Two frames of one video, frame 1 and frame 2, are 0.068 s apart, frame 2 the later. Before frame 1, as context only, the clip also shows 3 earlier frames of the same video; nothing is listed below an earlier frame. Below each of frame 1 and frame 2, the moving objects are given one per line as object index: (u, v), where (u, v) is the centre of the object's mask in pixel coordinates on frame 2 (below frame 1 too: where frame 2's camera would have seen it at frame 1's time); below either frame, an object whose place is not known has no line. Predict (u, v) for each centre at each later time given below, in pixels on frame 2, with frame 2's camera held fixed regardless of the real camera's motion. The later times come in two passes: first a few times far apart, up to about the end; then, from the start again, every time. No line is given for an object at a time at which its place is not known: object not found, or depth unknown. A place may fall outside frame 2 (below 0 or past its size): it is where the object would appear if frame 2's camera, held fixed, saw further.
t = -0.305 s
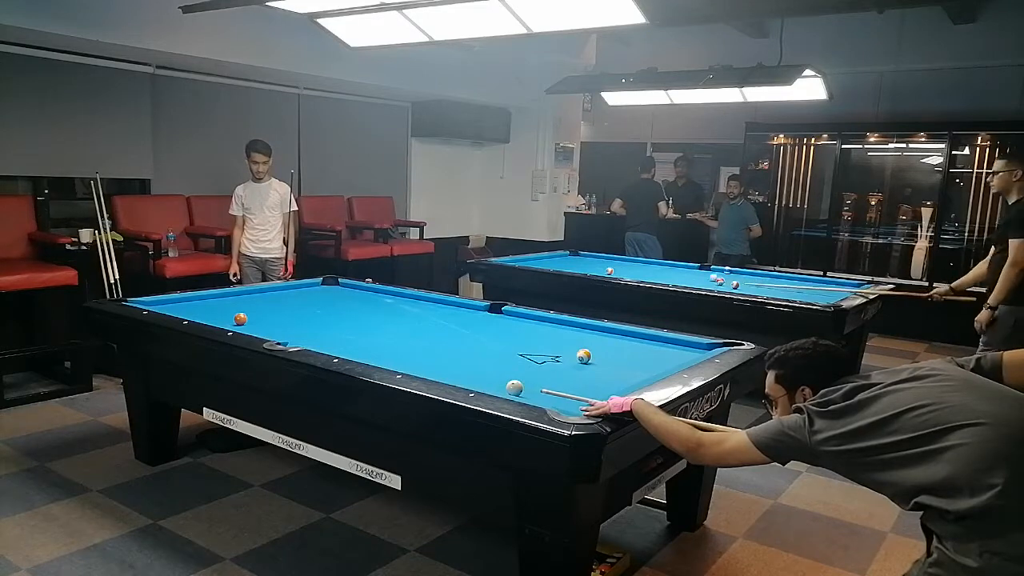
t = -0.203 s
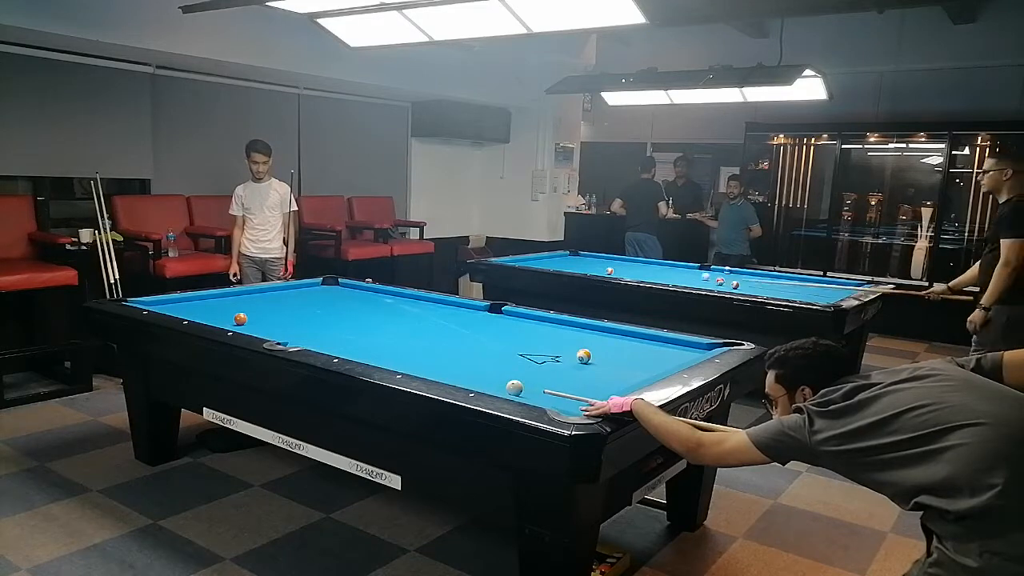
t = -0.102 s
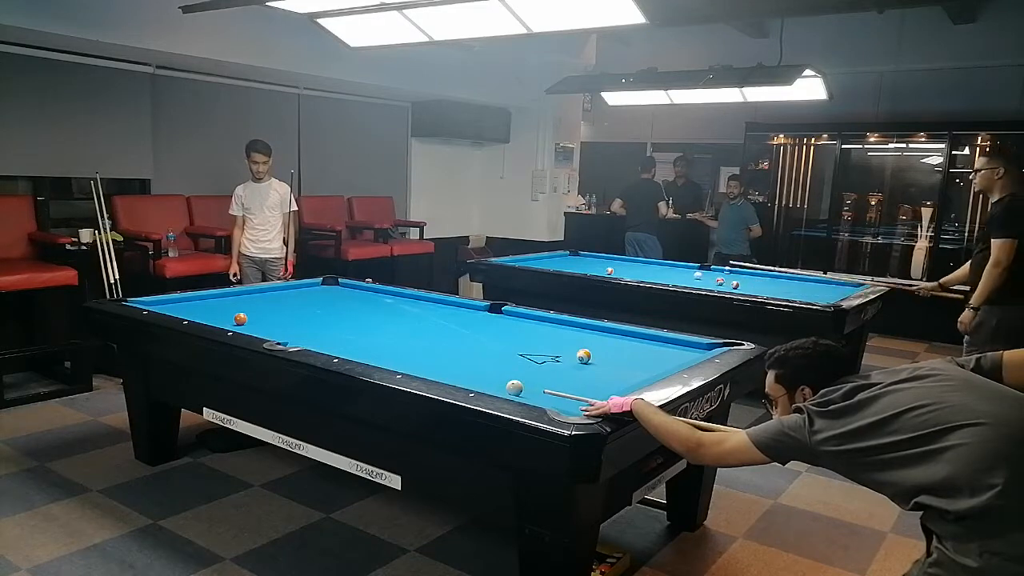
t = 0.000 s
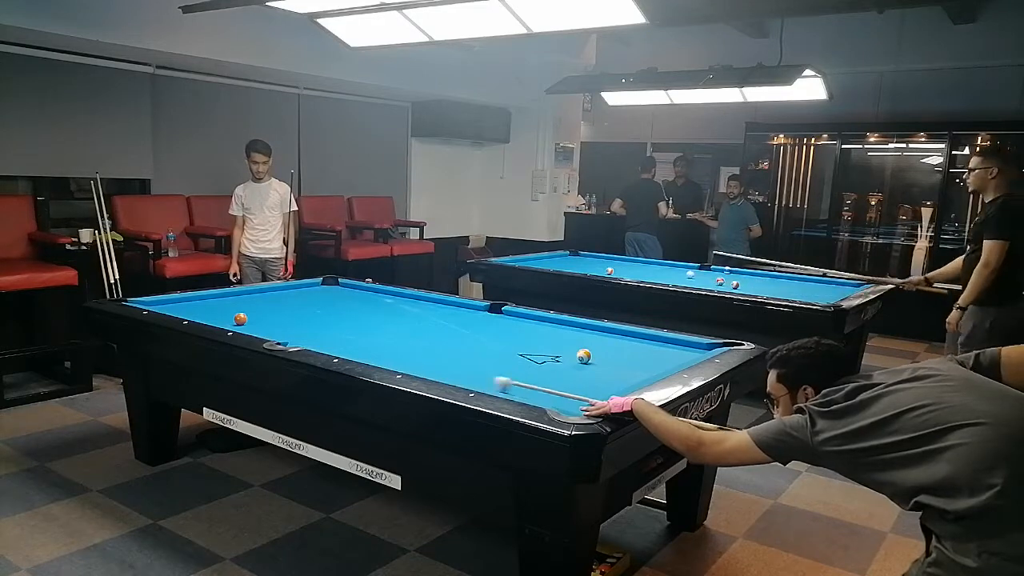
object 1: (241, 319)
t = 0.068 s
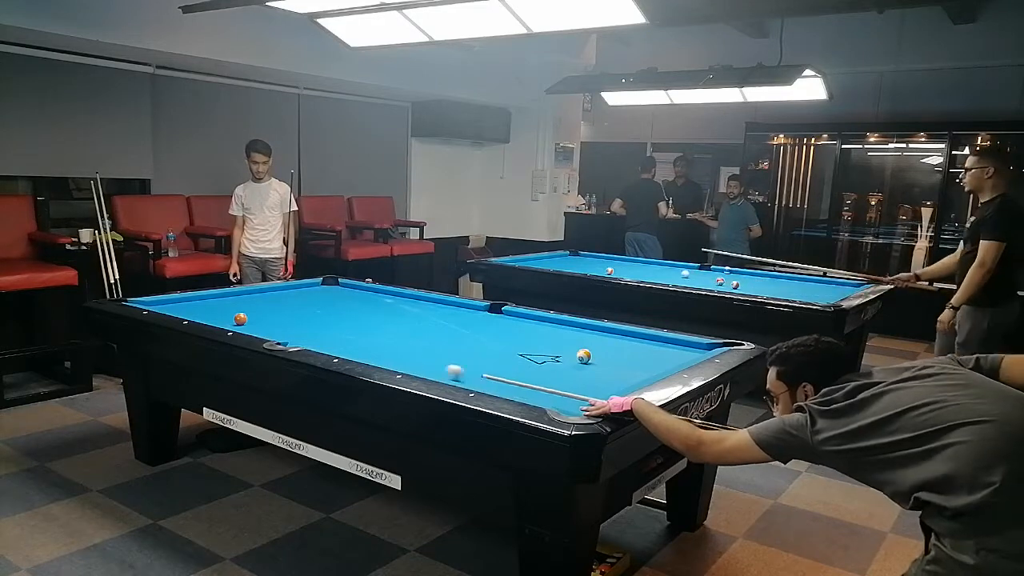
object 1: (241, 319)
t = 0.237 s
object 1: (241, 319)
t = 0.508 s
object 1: (226, 317)
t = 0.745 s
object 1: (137, 301)
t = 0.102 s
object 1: (241, 319)
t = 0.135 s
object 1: (241, 319)
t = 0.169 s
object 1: (241, 319)
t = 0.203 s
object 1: (241, 319)
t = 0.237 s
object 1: (241, 319)
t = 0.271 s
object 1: (241, 319)
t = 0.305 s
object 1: (241, 319)
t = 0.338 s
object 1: (240, 319)
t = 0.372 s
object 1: (240, 319)
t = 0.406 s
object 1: (241, 319)
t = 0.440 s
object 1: (241, 319)
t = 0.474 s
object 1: (239, 319)
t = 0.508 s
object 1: (226, 317)
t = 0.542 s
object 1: (211, 315)
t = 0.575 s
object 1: (197, 312)
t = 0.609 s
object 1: (184, 310)
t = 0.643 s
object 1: (170, 307)
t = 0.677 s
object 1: (159, 305)
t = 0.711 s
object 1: (147, 303)
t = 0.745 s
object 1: (137, 301)
